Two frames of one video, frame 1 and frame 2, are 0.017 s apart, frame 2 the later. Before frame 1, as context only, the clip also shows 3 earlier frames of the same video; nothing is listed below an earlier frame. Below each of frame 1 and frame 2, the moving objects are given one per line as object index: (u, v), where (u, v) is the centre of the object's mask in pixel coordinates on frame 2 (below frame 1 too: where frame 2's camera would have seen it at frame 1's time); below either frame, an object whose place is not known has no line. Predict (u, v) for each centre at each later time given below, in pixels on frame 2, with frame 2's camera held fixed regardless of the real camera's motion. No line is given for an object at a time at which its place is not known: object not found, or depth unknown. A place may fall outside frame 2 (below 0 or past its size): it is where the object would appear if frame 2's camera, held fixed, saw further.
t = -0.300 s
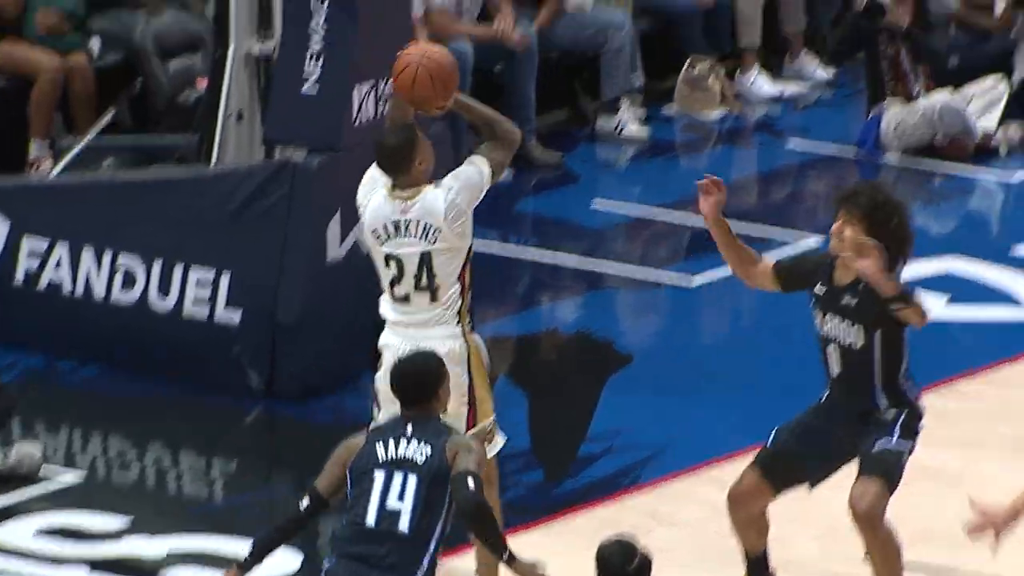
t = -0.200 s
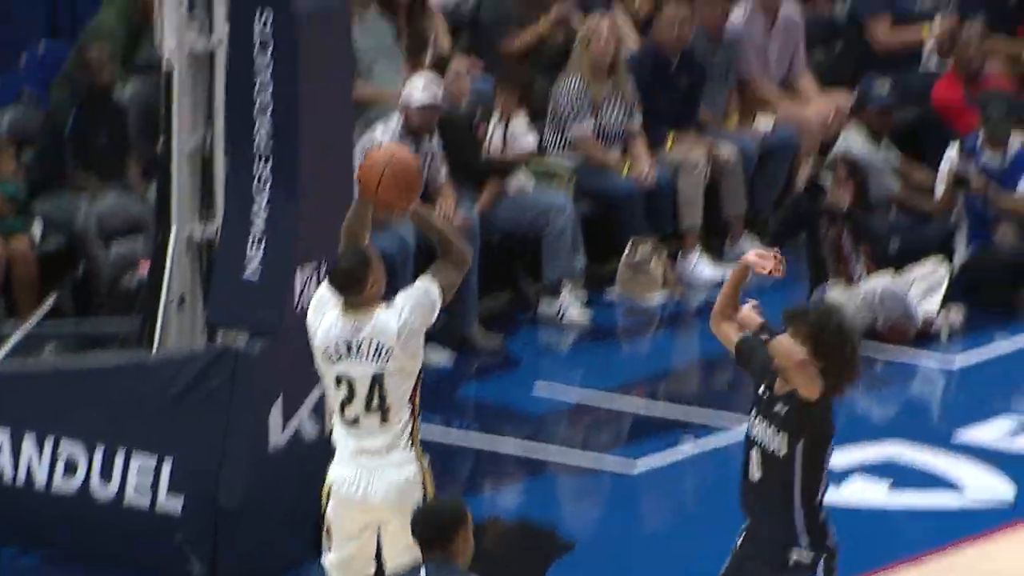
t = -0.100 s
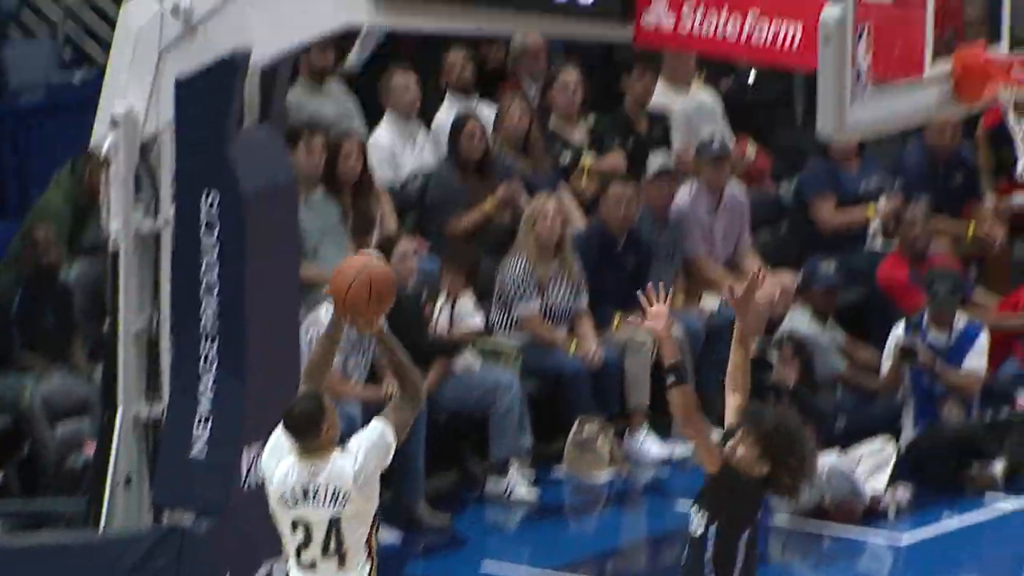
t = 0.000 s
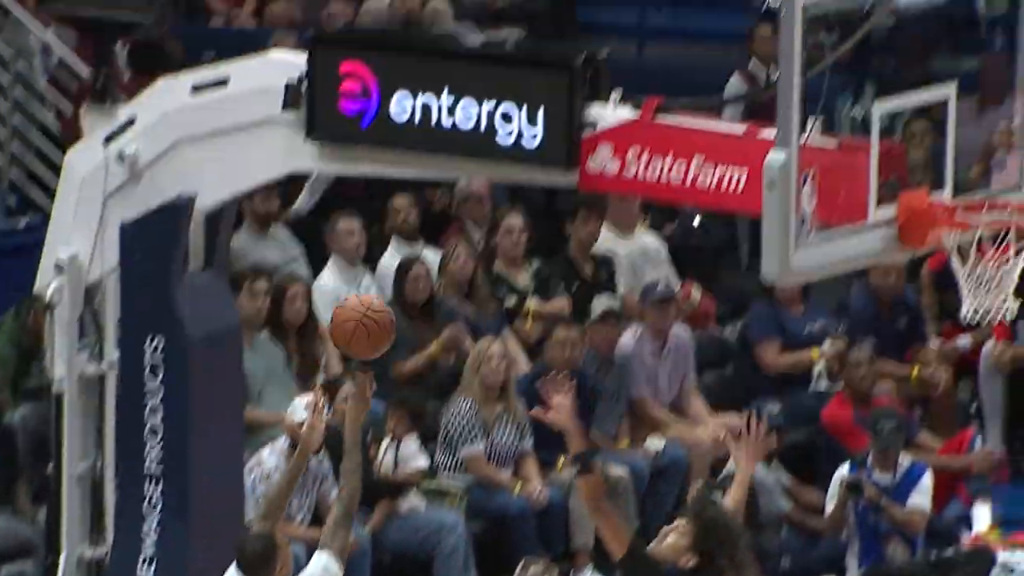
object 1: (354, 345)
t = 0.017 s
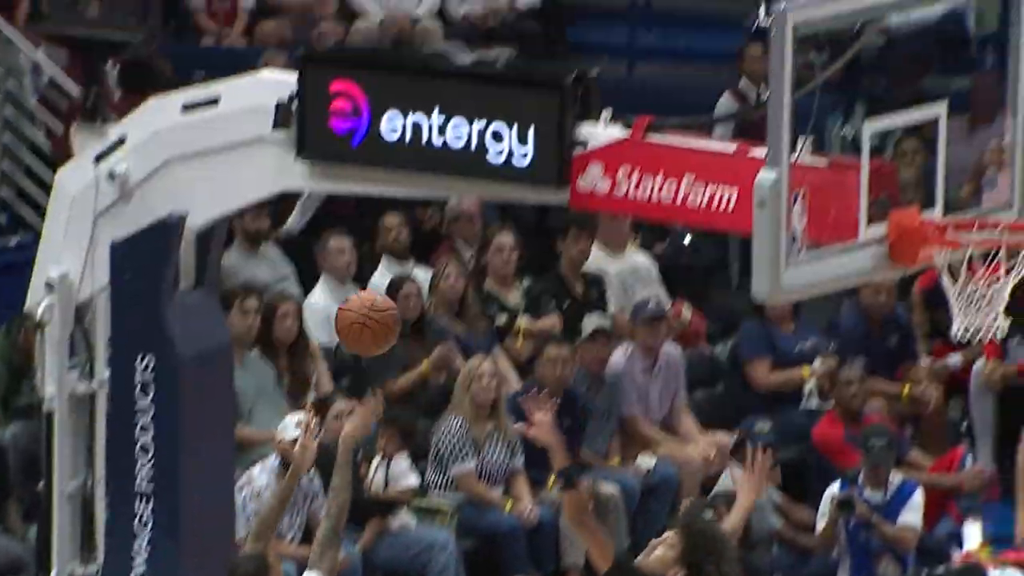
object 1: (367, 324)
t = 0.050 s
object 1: (394, 281)
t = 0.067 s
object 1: (407, 262)
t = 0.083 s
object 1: (421, 243)
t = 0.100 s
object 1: (434, 225)
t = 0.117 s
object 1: (448, 208)
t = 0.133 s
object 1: (462, 191)
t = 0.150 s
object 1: (475, 176)
